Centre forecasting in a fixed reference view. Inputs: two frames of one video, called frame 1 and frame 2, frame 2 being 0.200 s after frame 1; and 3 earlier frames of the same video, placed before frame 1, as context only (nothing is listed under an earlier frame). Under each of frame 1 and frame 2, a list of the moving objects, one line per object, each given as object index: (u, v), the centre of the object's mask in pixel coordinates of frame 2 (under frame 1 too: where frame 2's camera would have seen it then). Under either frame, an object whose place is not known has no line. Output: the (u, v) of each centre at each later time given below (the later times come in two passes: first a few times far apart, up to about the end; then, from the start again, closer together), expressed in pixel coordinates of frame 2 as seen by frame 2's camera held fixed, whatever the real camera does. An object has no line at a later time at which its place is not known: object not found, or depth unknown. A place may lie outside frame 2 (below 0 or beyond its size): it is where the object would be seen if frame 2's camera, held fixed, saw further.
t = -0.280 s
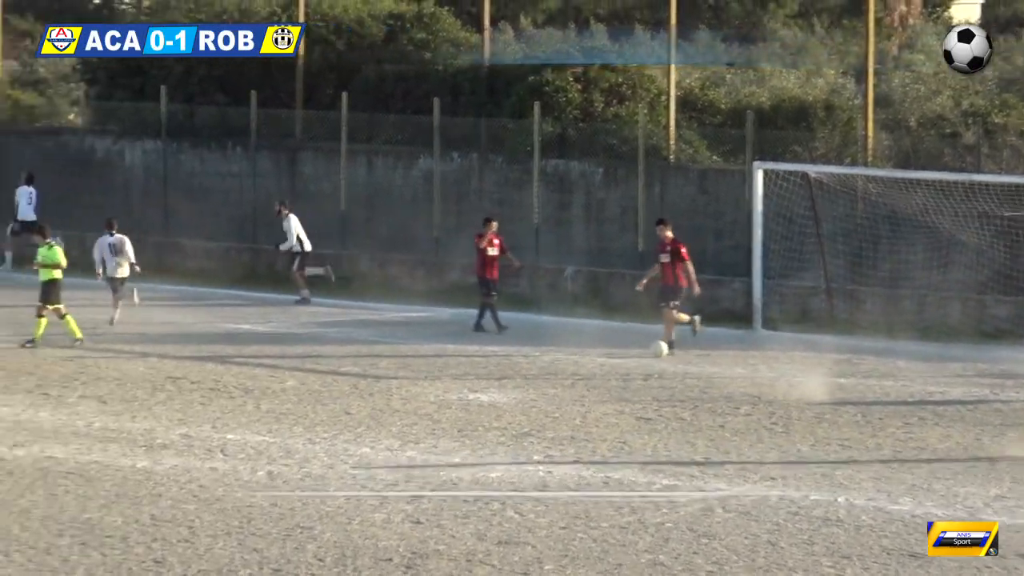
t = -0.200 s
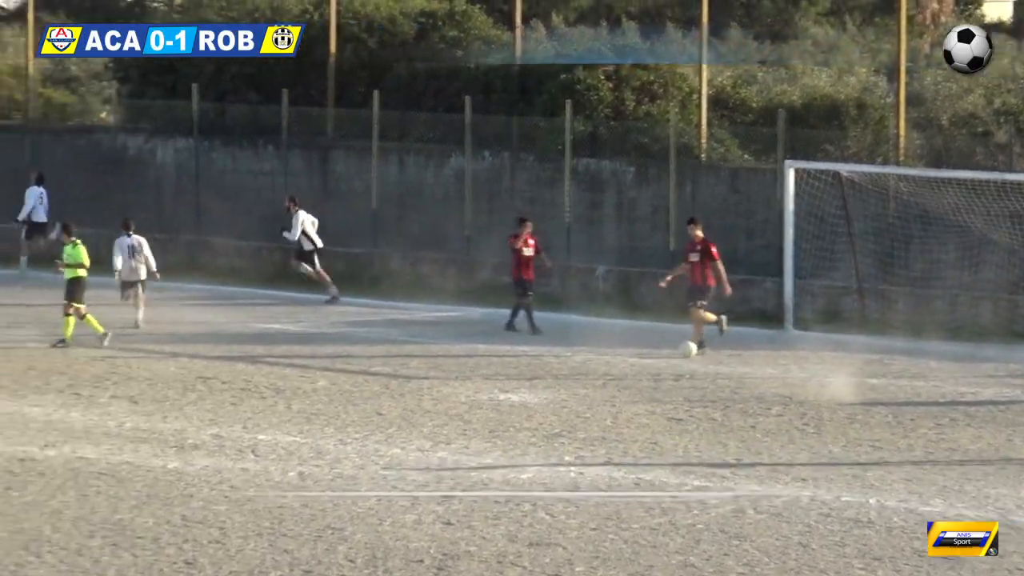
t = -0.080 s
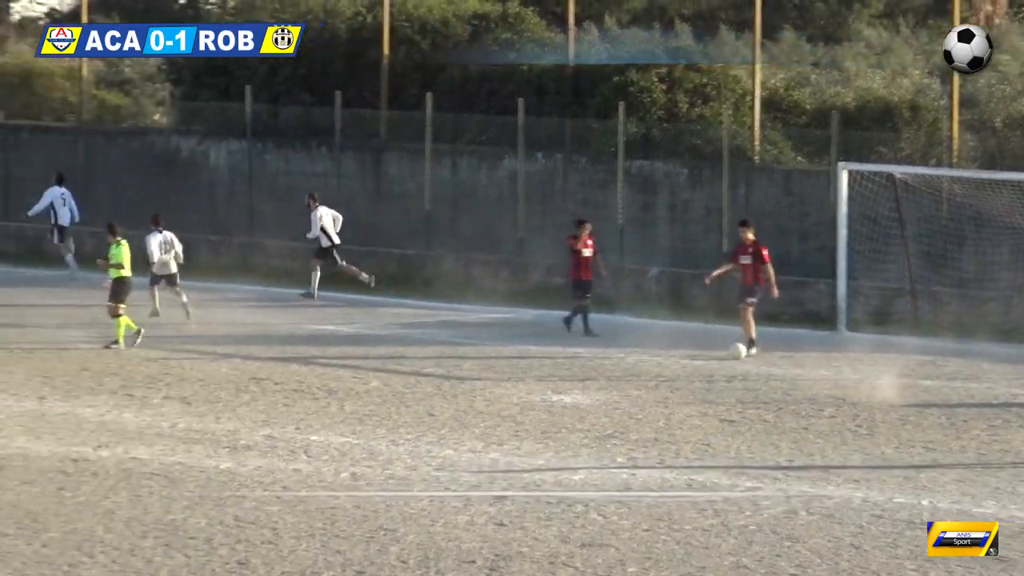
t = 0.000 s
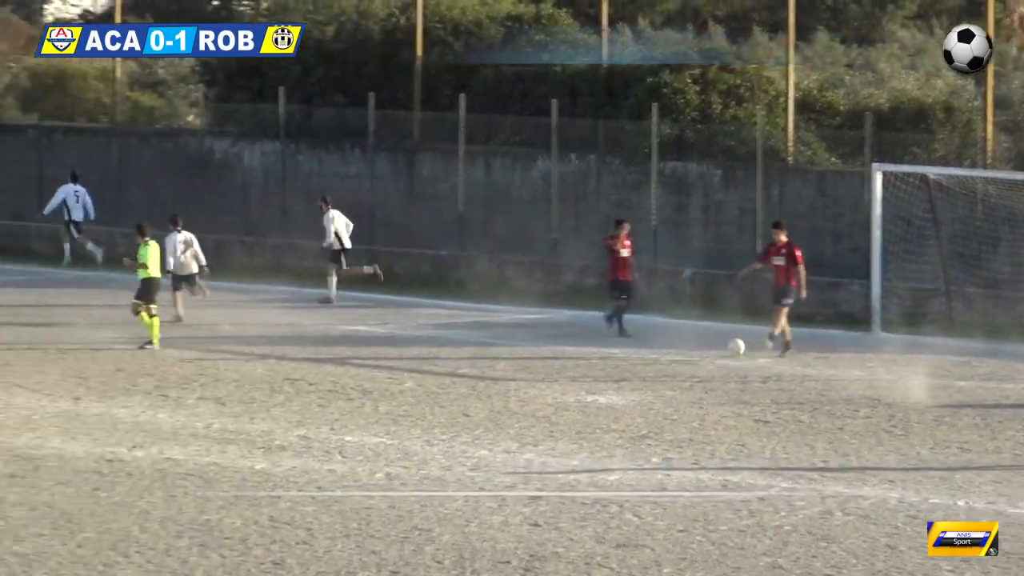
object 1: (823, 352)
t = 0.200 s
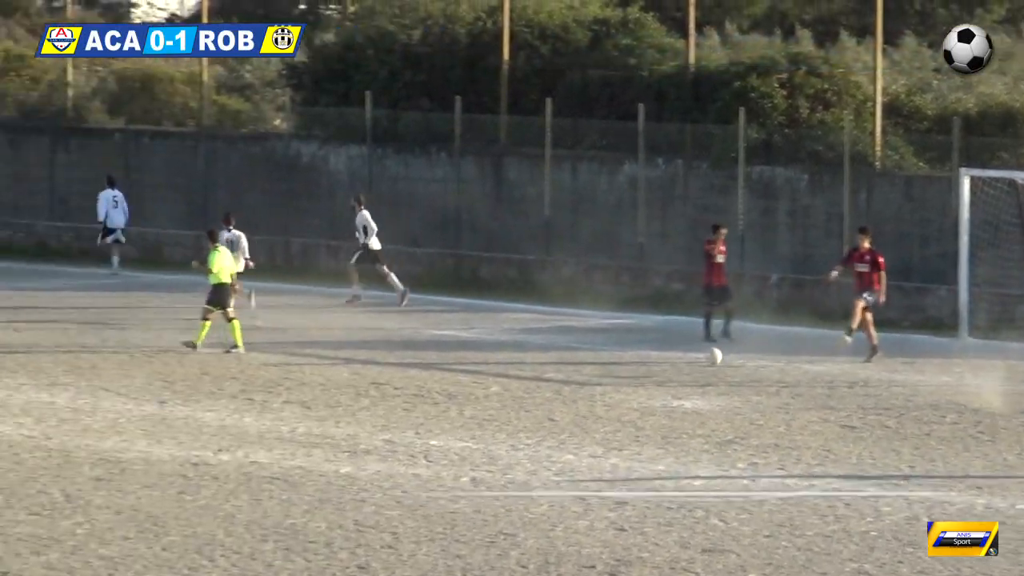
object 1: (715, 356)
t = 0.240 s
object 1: (692, 360)
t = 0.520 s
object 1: (555, 364)
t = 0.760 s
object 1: (455, 378)
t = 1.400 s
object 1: (259, 385)
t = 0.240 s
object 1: (692, 360)
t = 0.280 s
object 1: (669, 367)
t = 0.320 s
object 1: (645, 374)
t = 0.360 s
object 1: (627, 369)
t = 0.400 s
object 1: (609, 366)
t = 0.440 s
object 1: (592, 364)
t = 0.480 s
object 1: (574, 363)
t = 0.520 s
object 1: (555, 364)
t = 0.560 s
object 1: (538, 366)
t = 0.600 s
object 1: (520, 369)
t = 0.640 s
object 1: (503, 374)
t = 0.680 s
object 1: (484, 378)
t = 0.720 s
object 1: (467, 385)
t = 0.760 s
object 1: (455, 378)
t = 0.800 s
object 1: (443, 371)
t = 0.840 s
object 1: (433, 366)
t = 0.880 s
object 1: (420, 363)
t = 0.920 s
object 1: (406, 360)
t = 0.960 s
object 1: (396, 359)
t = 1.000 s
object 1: (382, 359)
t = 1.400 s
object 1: (259, 385)
